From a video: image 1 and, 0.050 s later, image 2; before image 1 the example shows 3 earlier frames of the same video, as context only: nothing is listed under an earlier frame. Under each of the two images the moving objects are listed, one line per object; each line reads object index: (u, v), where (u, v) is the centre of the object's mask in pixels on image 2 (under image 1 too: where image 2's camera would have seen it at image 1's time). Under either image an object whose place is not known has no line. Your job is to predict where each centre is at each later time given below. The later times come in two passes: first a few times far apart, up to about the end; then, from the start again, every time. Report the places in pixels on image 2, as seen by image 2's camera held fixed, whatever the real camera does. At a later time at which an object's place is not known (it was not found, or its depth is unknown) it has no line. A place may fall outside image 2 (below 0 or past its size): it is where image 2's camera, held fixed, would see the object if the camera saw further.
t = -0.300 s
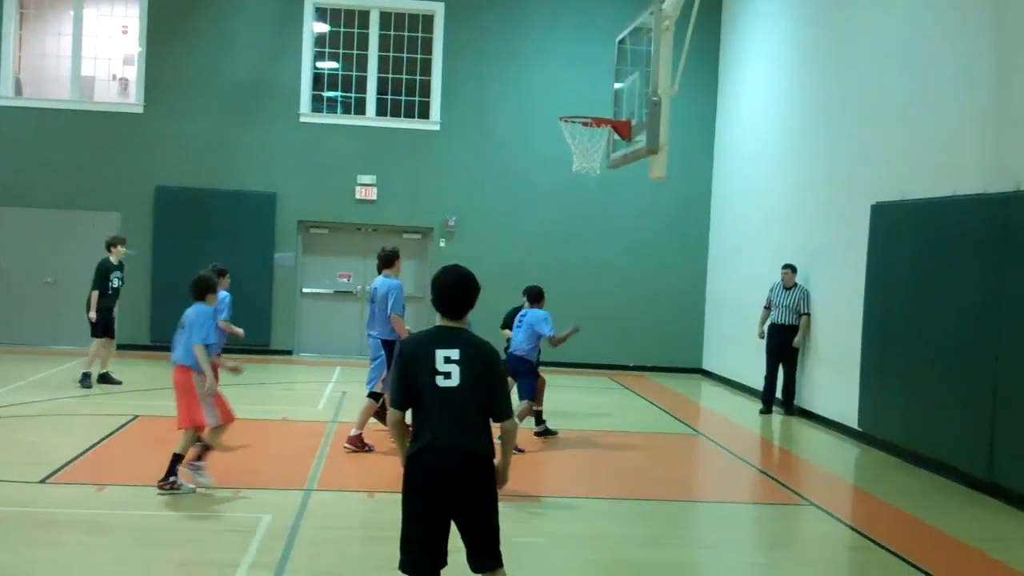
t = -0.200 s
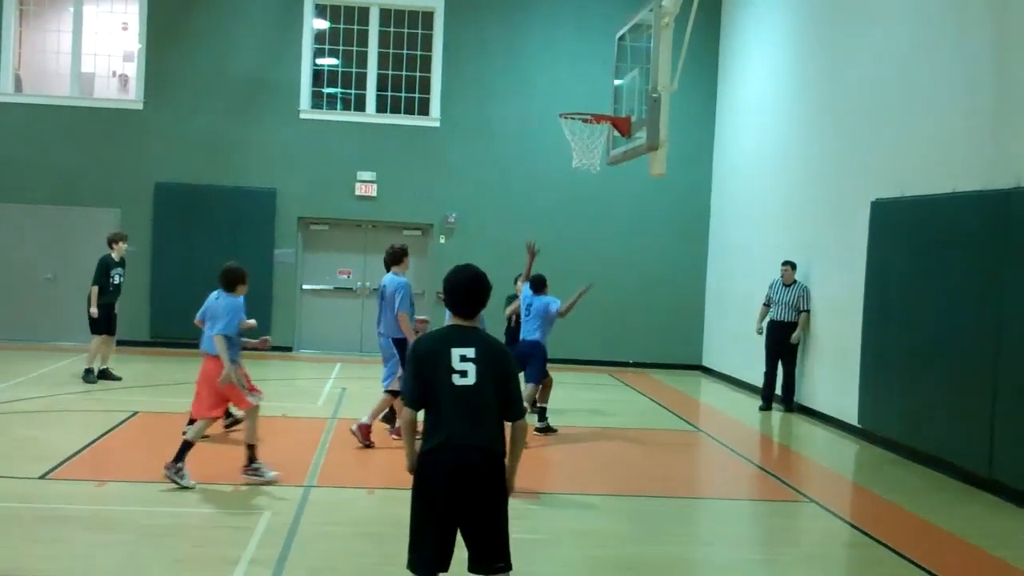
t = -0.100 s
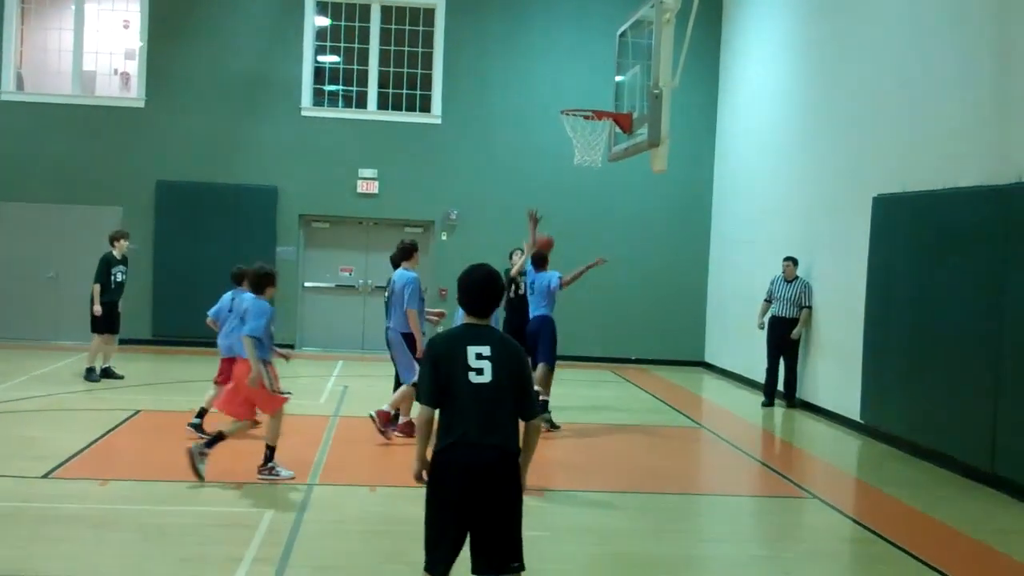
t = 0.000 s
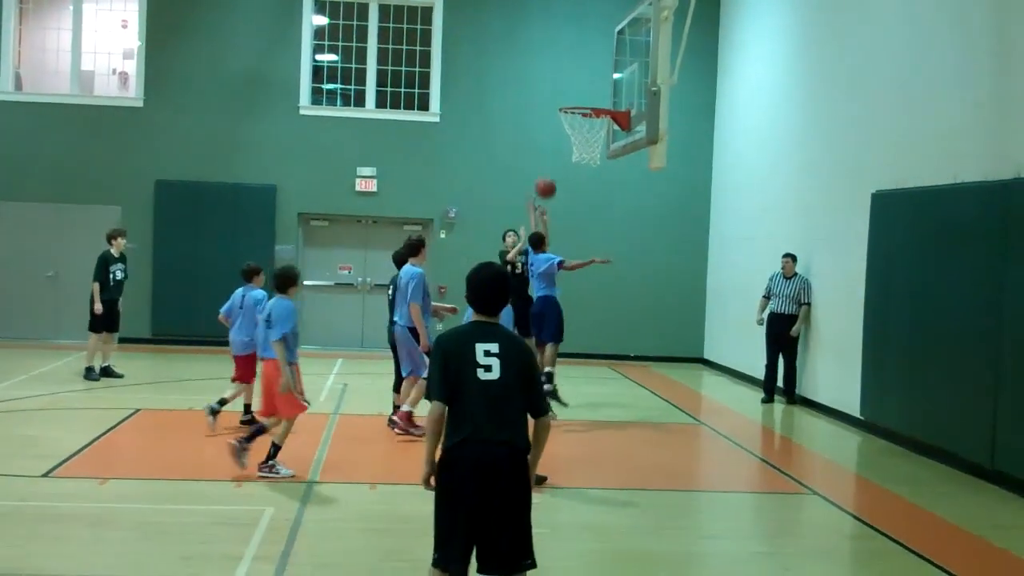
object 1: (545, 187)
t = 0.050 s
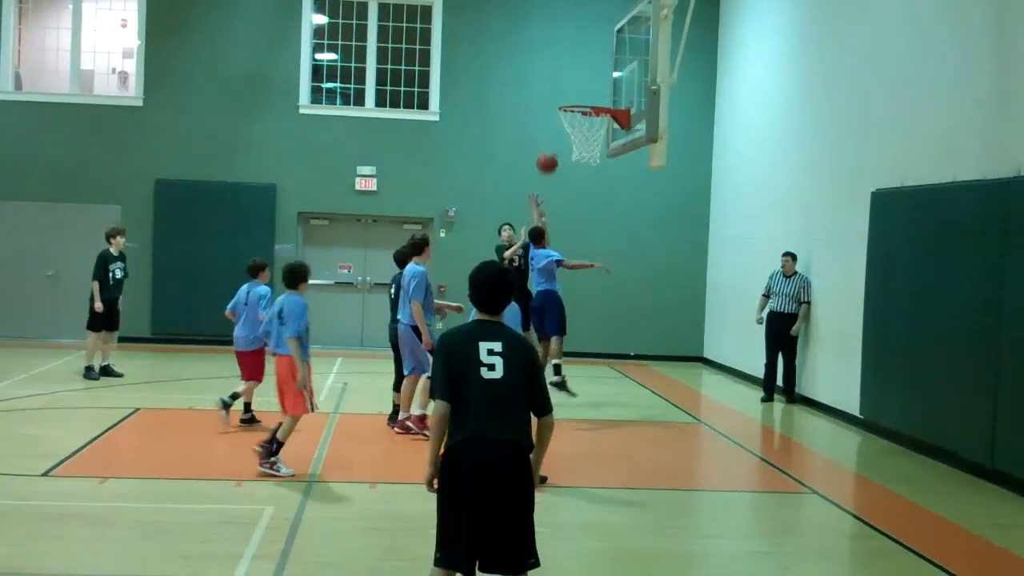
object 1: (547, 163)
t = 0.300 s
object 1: (555, 70)
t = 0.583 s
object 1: (562, 29)
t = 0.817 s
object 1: (566, 55)
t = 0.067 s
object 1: (547, 155)
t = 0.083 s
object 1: (548, 148)
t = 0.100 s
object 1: (548, 140)
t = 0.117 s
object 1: (549, 134)
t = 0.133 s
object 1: (549, 127)
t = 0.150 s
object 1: (550, 120)
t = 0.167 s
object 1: (550, 113)
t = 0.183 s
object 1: (551, 106)
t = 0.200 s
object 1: (552, 101)
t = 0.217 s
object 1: (552, 96)
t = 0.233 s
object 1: (553, 90)
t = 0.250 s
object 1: (553, 84)
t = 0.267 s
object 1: (554, 79)
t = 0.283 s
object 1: (555, 74)
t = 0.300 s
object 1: (555, 70)
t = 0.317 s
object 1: (556, 66)
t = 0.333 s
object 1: (556, 61)
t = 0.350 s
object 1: (557, 57)
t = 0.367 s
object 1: (557, 53)
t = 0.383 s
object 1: (558, 50)
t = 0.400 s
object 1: (558, 47)
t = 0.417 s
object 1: (559, 44)
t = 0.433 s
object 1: (559, 42)
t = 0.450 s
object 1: (559, 39)
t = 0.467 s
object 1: (560, 37)
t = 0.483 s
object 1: (560, 35)
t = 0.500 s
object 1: (560, 34)
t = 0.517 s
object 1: (561, 33)
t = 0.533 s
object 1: (561, 31)
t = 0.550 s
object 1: (561, 31)
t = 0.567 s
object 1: (562, 30)
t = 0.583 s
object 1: (562, 29)
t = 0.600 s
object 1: (562, 29)
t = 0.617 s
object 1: (563, 30)
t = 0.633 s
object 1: (563, 30)
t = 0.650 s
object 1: (563, 31)
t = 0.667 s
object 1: (563, 32)
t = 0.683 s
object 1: (564, 34)
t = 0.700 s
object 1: (564, 36)
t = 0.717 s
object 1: (564, 37)
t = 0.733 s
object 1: (564, 39)
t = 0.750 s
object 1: (565, 42)
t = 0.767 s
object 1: (565, 46)
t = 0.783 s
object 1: (566, 49)
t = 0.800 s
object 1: (566, 52)
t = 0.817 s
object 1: (566, 55)
